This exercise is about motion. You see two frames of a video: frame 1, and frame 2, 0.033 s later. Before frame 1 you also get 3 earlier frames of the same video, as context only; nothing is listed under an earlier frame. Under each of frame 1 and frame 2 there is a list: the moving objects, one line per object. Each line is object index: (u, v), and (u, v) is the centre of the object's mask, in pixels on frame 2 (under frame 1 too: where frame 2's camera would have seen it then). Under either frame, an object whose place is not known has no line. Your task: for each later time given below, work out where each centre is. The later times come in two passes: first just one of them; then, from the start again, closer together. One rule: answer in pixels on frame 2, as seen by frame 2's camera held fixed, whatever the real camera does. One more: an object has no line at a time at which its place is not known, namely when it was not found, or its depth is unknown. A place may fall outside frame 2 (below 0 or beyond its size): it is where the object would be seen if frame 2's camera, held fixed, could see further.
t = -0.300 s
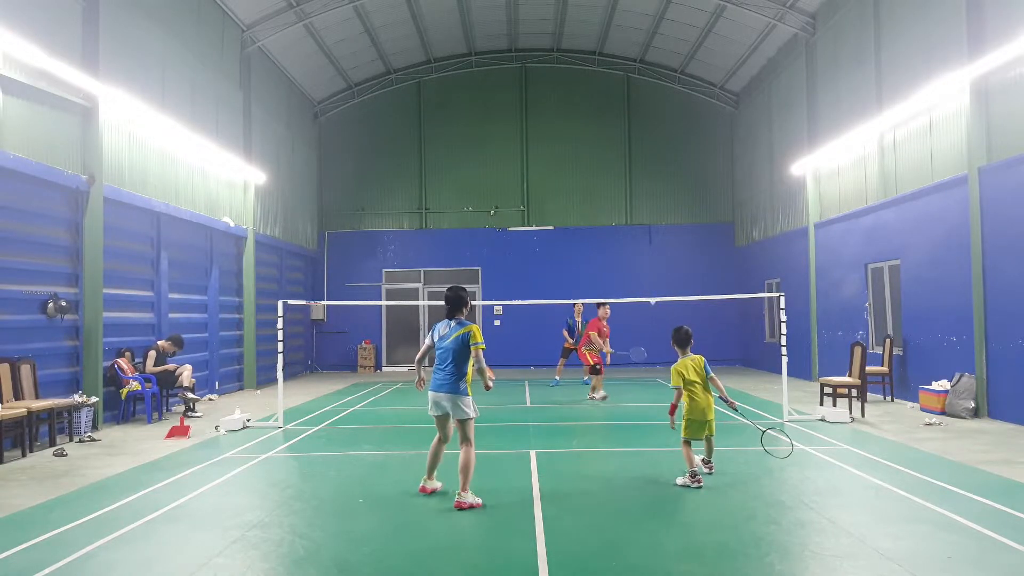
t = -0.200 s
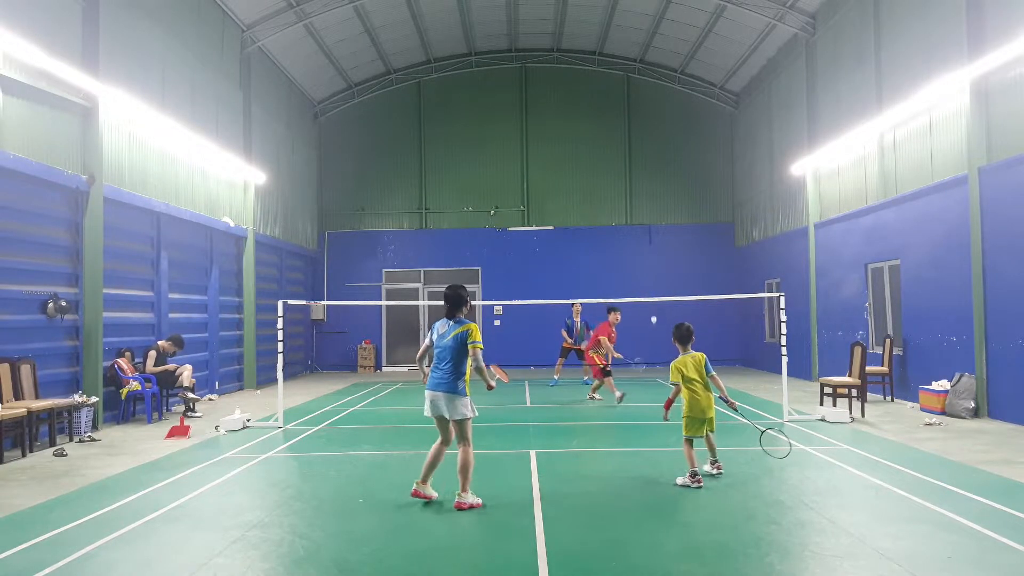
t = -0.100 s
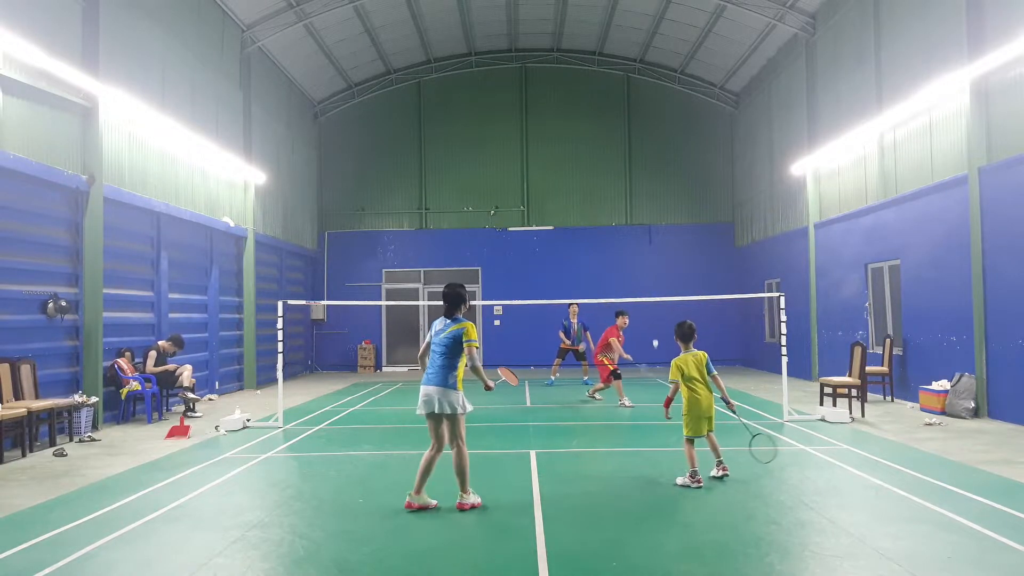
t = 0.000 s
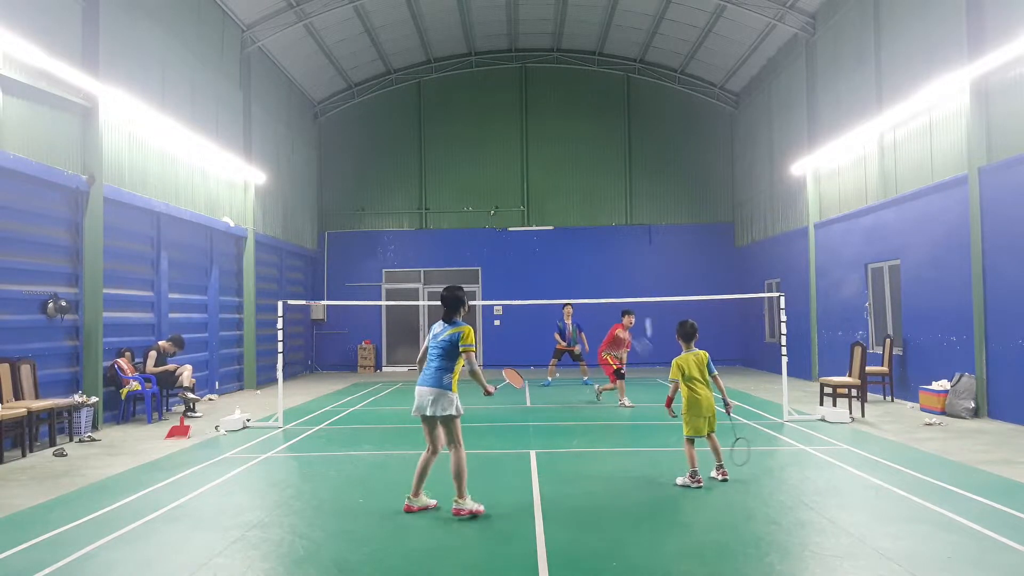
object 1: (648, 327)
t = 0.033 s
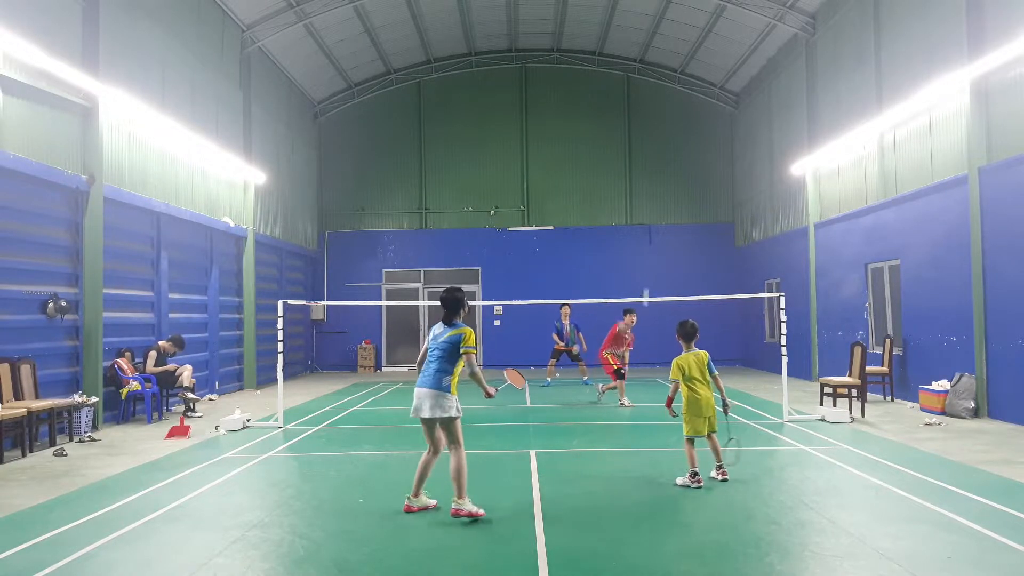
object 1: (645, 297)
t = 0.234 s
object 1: (611, 163)
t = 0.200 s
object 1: (617, 183)
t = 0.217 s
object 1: (614, 173)
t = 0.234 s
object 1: (611, 163)
